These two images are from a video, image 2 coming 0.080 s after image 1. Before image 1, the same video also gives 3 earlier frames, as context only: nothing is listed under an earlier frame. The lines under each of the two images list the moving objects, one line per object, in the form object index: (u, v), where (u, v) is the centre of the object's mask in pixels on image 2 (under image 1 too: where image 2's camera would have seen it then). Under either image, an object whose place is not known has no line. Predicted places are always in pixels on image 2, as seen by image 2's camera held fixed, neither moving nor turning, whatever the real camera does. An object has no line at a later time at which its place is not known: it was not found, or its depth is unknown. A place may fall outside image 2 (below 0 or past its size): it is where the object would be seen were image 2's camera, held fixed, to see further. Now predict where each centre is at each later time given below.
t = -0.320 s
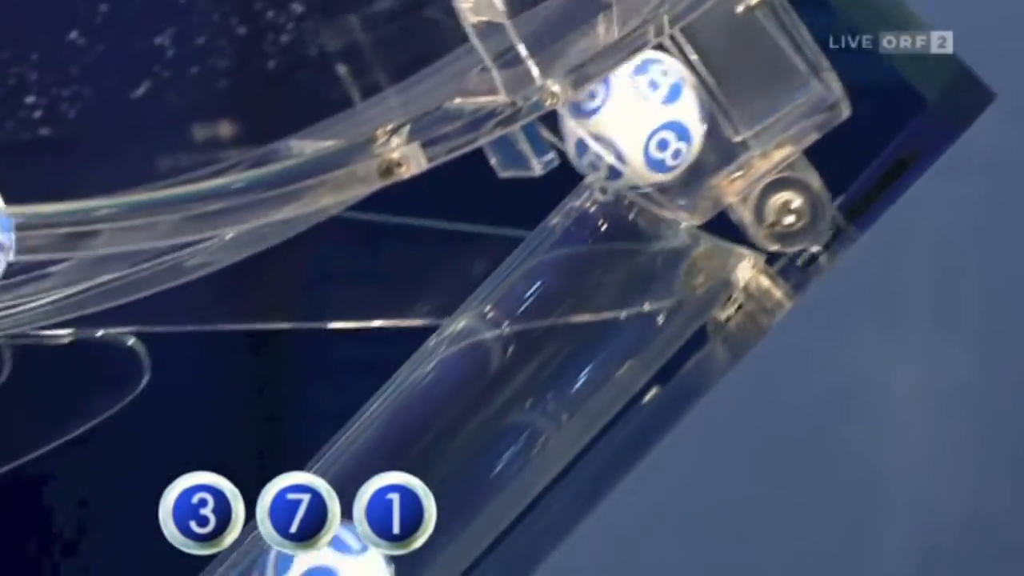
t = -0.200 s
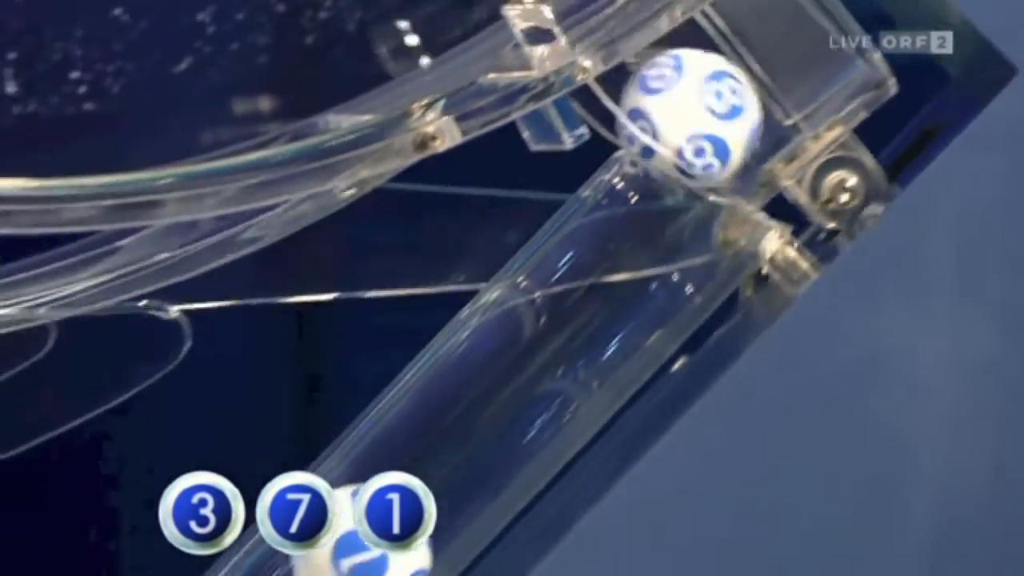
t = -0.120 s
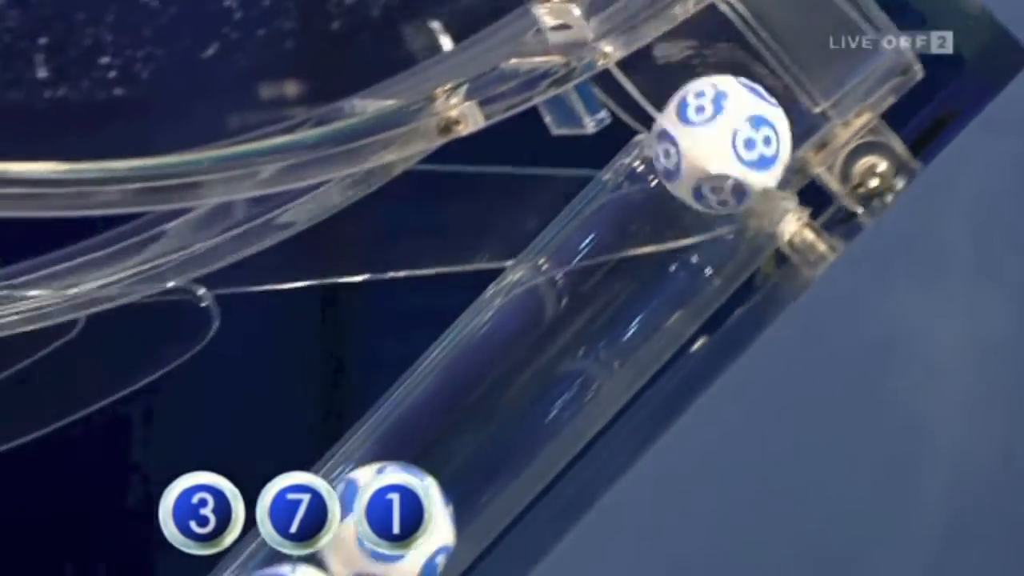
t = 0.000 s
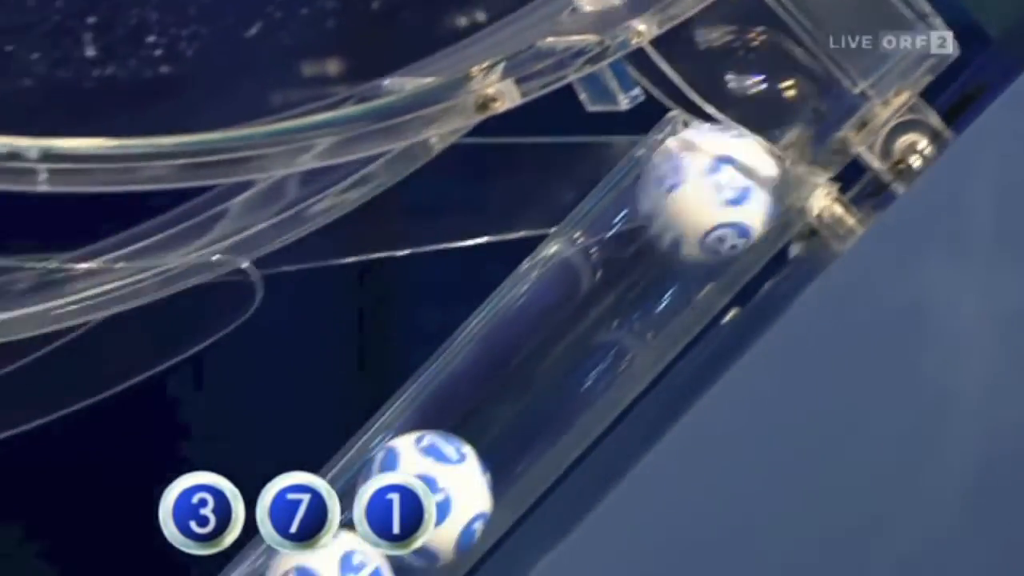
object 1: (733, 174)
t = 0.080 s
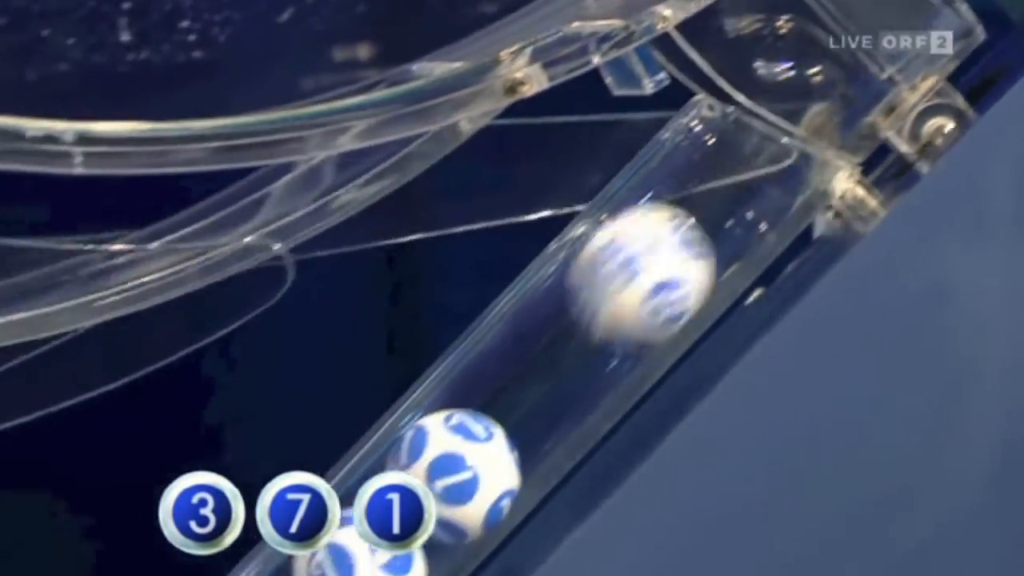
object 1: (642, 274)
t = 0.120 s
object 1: (577, 344)
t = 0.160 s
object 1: (551, 368)
